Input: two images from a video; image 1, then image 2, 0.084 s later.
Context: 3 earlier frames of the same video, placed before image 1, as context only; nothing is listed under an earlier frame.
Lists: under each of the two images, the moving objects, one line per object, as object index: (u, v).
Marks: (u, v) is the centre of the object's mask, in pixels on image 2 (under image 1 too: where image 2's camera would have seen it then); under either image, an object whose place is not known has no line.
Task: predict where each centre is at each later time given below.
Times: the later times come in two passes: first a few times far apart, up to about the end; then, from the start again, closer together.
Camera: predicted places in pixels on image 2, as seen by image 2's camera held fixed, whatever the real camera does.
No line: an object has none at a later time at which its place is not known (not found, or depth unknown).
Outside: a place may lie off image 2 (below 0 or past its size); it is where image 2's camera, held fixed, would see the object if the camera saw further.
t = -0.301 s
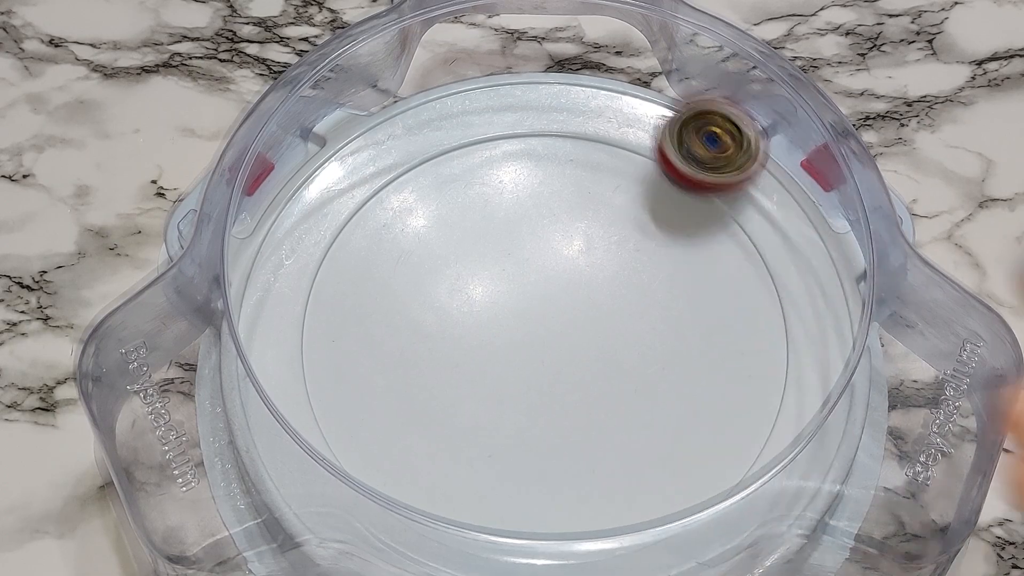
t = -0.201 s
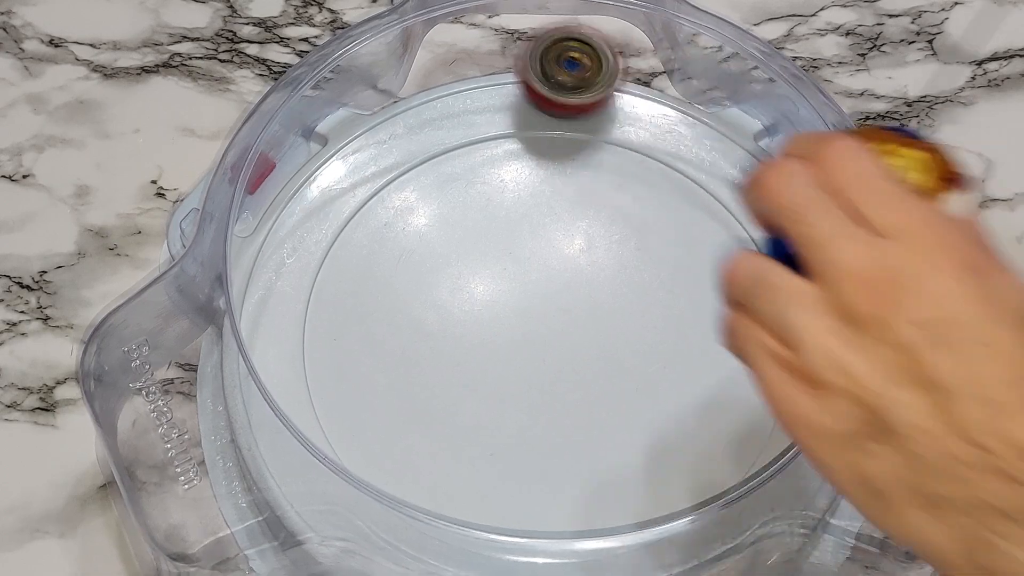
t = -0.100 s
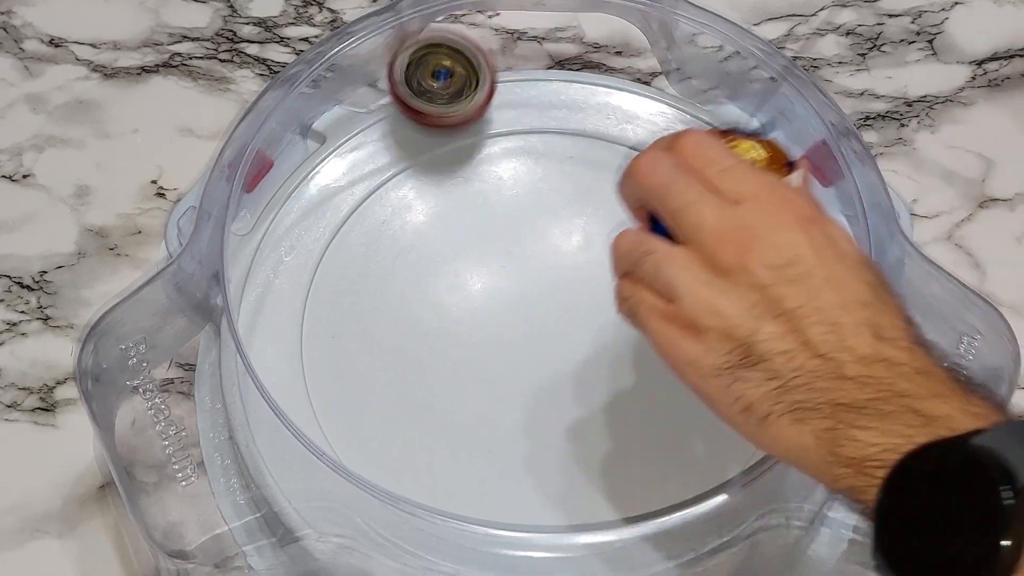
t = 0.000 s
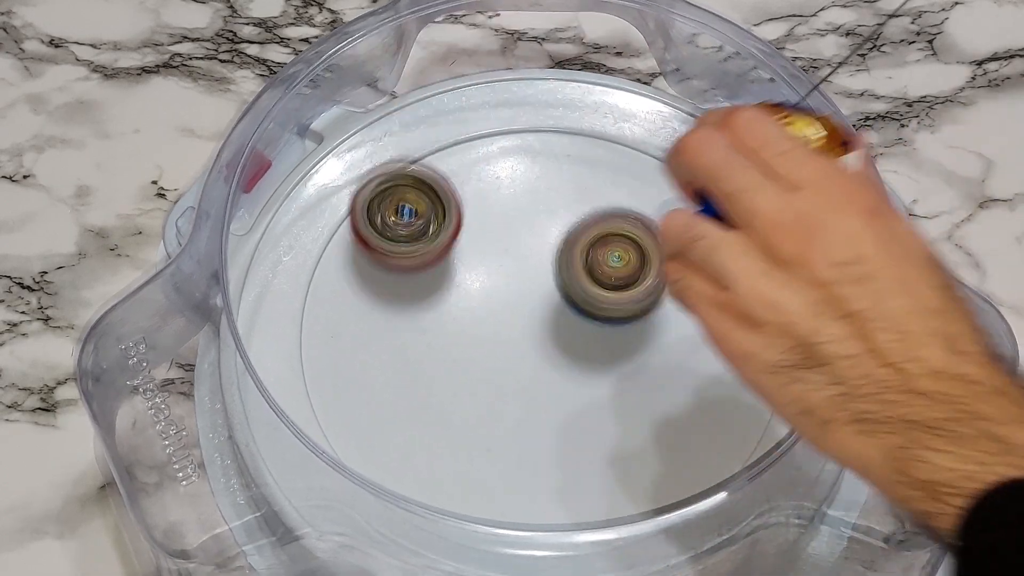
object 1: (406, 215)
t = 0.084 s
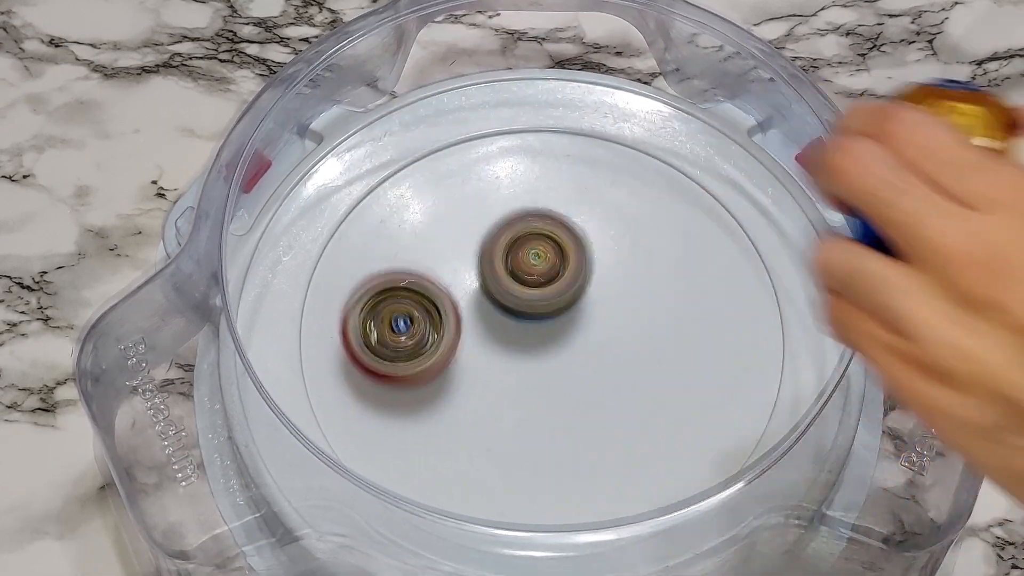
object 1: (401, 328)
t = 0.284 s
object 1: (596, 467)
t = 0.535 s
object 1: (767, 263)
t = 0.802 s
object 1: (458, 121)
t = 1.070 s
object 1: (452, 515)
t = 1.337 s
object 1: (743, 226)
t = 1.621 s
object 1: (488, 187)
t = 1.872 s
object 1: (503, 267)
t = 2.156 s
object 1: (579, 108)
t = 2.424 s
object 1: (416, 279)
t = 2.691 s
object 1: (377, 364)
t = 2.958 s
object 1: (400, 411)
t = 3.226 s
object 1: (469, 368)
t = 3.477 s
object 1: (493, 291)
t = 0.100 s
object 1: (408, 348)
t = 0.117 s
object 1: (416, 367)
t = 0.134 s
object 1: (426, 385)
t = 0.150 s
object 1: (438, 403)
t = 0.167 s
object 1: (452, 417)
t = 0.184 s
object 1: (469, 431)
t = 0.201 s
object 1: (488, 443)
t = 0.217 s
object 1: (508, 453)
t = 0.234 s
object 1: (530, 459)
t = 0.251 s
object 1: (552, 465)
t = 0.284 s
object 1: (596, 467)
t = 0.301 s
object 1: (619, 464)
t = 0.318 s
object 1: (642, 460)
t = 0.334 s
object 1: (664, 453)
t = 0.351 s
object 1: (684, 445)
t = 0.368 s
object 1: (704, 434)
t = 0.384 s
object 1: (722, 422)
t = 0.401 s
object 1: (740, 408)
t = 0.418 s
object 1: (755, 394)
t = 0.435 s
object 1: (766, 379)
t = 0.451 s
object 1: (770, 360)
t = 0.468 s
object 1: (772, 341)
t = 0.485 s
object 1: (772, 321)
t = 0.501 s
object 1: (772, 302)
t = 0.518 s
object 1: (771, 283)
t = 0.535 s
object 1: (767, 263)
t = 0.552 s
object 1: (759, 245)
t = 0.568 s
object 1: (751, 226)
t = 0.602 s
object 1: (730, 187)
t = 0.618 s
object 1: (714, 172)
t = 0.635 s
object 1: (696, 159)
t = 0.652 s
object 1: (677, 149)
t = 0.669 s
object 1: (656, 140)
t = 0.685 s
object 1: (635, 131)
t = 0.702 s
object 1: (611, 123)
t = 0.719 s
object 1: (586, 118)
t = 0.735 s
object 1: (561, 113)
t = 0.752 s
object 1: (536, 111)
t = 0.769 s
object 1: (510, 109)
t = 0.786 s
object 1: (484, 113)
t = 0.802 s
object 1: (458, 121)
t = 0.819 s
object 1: (432, 131)
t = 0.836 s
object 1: (406, 144)
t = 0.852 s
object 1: (381, 158)
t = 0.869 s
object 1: (358, 176)
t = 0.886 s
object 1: (338, 200)
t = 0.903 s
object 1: (320, 227)
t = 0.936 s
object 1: (297, 287)
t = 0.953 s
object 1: (297, 318)
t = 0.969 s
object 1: (305, 349)
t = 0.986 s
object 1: (317, 380)
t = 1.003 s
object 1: (326, 420)
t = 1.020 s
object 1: (349, 448)
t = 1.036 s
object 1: (378, 476)
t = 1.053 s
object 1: (414, 499)
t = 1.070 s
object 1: (452, 515)
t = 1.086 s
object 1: (494, 520)
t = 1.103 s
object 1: (538, 523)
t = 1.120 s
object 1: (582, 520)
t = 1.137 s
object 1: (622, 513)
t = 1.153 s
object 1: (658, 498)
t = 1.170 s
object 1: (690, 479)
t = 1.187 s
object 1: (718, 457)
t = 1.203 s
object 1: (732, 426)
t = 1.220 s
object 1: (750, 402)
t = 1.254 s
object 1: (772, 348)
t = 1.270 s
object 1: (772, 320)
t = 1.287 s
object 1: (770, 294)
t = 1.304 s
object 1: (763, 270)
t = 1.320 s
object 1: (754, 248)
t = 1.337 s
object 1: (743, 226)
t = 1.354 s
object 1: (730, 207)
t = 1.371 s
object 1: (716, 191)
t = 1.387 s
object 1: (700, 177)
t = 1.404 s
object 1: (683, 165)
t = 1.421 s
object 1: (666, 157)
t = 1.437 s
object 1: (648, 149)
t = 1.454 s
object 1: (630, 144)
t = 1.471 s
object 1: (610, 142)
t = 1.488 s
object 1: (593, 141)
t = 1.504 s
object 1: (577, 141)
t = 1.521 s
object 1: (562, 142)
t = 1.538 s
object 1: (547, 145)
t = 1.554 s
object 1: (533, 151)
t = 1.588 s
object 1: (509, 166)
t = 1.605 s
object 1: (498, 176)
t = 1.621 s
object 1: (488, 187)
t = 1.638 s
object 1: (479, 200)
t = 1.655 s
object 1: (460, 189)
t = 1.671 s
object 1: (441, 162)
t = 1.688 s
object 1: (423, 137)
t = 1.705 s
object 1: (404, 115)
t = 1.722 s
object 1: (397, 110)
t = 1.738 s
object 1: (408, 123)
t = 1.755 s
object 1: (419, 140)
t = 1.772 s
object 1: (428, 159)
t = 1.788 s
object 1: (442, 177)
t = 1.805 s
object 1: (452, 190)
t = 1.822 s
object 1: (466, 208)
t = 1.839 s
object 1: (476, 228)
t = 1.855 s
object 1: (492, 249)
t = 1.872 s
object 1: (503, 267)
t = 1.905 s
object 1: (527, 305)
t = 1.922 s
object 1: (541, 324)
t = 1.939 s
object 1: (552, 338)
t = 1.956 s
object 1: (571, 309)
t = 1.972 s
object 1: (591, 268)
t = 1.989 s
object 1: (605, 229)
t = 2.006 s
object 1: (621, 195)
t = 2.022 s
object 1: (637, 161)
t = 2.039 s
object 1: (651, 126)
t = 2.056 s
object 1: (661, 96)
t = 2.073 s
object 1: (662, 74)
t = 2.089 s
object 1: (650, 72)
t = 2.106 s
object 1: (632, 76)
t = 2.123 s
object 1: (617, 84)
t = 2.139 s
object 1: (598, 95)
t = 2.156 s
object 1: (579, 108)
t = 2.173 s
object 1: (560, 128)
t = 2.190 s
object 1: (545, 135)
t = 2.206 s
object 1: (528, 143)
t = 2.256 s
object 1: (486, 176)
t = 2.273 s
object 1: (475, 186)
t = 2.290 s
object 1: (464, 198)
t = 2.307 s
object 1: (454, 209)
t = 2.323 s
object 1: (446, 220)
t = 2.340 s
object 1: (438, 231)
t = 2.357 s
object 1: (432, 242)
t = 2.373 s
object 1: (425, 253)
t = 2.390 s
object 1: (423, 262)
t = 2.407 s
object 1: (419, 270)
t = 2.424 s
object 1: (416, 279)
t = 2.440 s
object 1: (413, 288)
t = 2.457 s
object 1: (409, 296)
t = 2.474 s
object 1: (404, 302)
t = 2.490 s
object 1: (398, 308)
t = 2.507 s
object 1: (395, 312)
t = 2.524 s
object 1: (392, 317)
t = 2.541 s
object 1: (388, 322)
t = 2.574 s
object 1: (382, 333)
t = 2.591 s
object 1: (380, 338)
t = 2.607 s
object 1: (379, 343)
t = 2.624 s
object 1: (379, 347)
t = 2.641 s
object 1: (378, 352)
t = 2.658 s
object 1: (377, 356)
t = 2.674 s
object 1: (377, 361)
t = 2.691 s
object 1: (377, 364)
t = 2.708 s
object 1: (379, 367)
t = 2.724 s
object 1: (381, 370)
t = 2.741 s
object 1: (381, 373)
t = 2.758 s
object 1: (383, 377)
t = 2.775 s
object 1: (383, 379)
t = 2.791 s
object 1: (385, 382)
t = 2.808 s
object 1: (388, 385)
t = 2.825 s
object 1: (390, 387)
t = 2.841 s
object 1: (387, 391)
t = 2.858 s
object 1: (385, 394)
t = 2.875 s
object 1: (384, 396)
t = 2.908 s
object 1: (386, 401)
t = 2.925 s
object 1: (391, 405)
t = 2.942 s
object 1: (396, 407)
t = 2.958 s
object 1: (400, 411)
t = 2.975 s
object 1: (404, 412)
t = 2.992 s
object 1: (406, 413)
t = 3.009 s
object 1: (407, 414)
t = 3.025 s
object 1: (411, 415)
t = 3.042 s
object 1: (417, 412)
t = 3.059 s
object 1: (419, 411)
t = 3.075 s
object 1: (423, 412)
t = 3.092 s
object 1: (429, 412)
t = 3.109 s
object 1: (436, 409)
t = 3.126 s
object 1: (442, 406)
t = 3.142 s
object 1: (447, 401)
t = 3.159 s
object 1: (453, 395)
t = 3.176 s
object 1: (457, 389)
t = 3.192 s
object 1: (459, 381)
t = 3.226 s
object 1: (469, 368)
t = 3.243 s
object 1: (471, 361)
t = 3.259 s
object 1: (475, 355)
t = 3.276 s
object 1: (479, 349)
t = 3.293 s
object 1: (482, 343)
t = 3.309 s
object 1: (483, 338)
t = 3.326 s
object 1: (483, 334)
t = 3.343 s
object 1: (486, 329)
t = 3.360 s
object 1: (485, 324)
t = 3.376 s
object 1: (482, 319)
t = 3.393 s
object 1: (483, 315)
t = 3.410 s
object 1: (484, 311)
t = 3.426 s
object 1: (484, 305)
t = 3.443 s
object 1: (488, 301)
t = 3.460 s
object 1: (491, 297)
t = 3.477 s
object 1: (493, 291)
